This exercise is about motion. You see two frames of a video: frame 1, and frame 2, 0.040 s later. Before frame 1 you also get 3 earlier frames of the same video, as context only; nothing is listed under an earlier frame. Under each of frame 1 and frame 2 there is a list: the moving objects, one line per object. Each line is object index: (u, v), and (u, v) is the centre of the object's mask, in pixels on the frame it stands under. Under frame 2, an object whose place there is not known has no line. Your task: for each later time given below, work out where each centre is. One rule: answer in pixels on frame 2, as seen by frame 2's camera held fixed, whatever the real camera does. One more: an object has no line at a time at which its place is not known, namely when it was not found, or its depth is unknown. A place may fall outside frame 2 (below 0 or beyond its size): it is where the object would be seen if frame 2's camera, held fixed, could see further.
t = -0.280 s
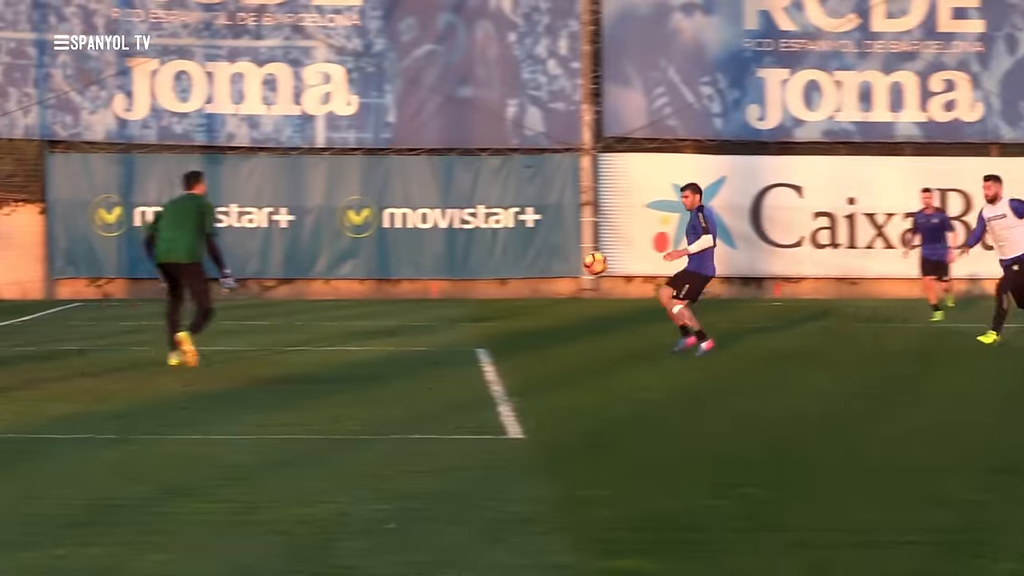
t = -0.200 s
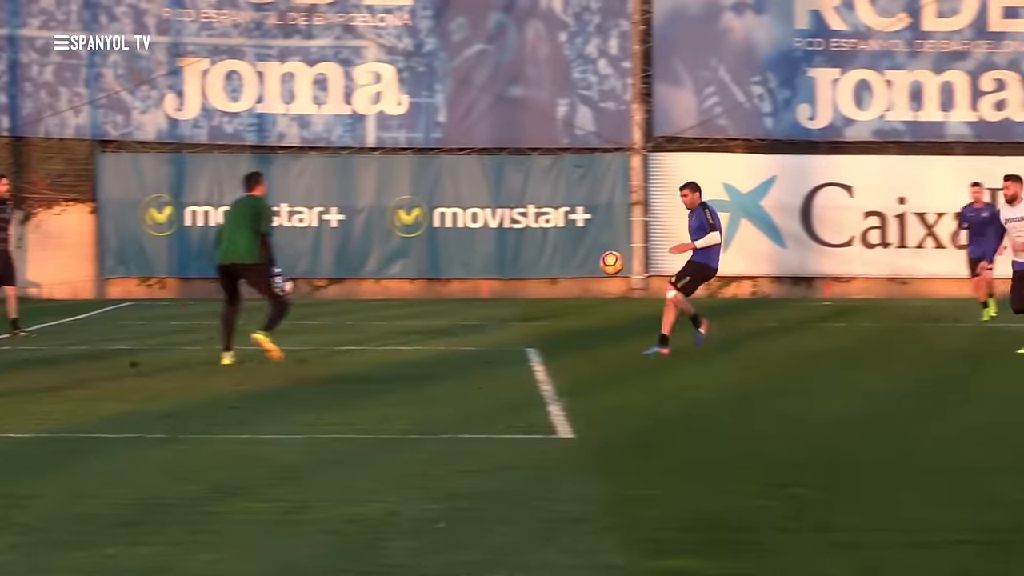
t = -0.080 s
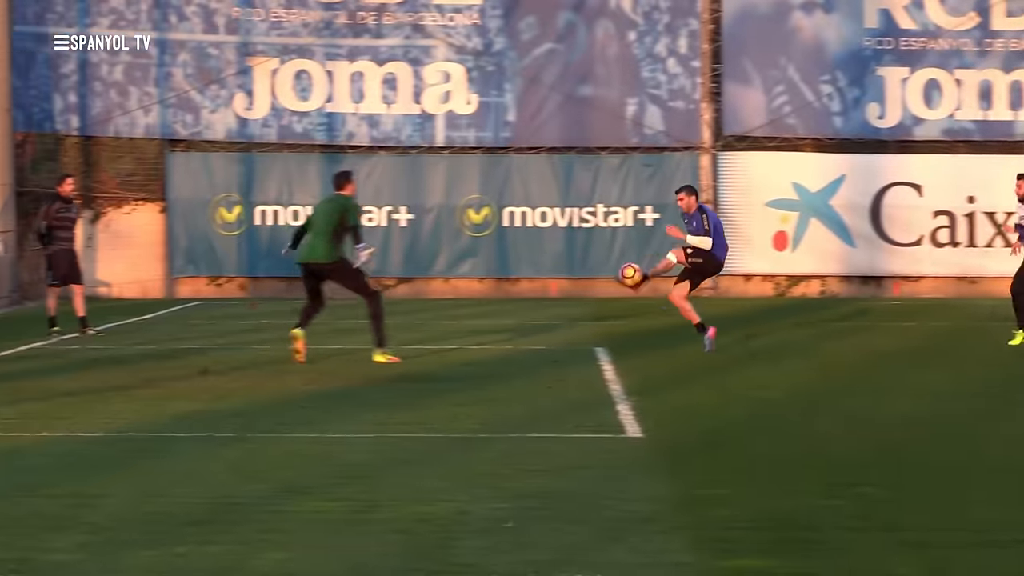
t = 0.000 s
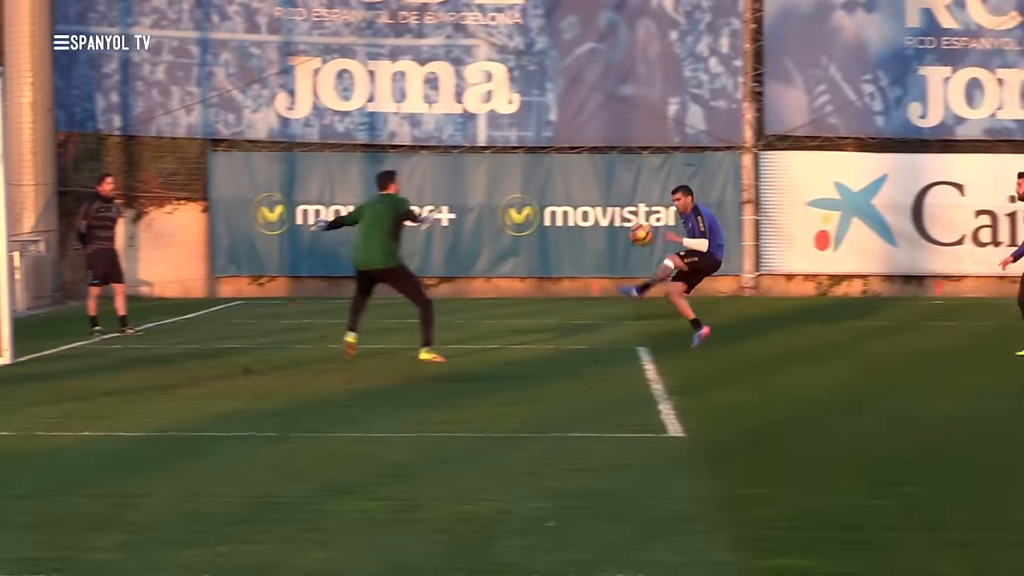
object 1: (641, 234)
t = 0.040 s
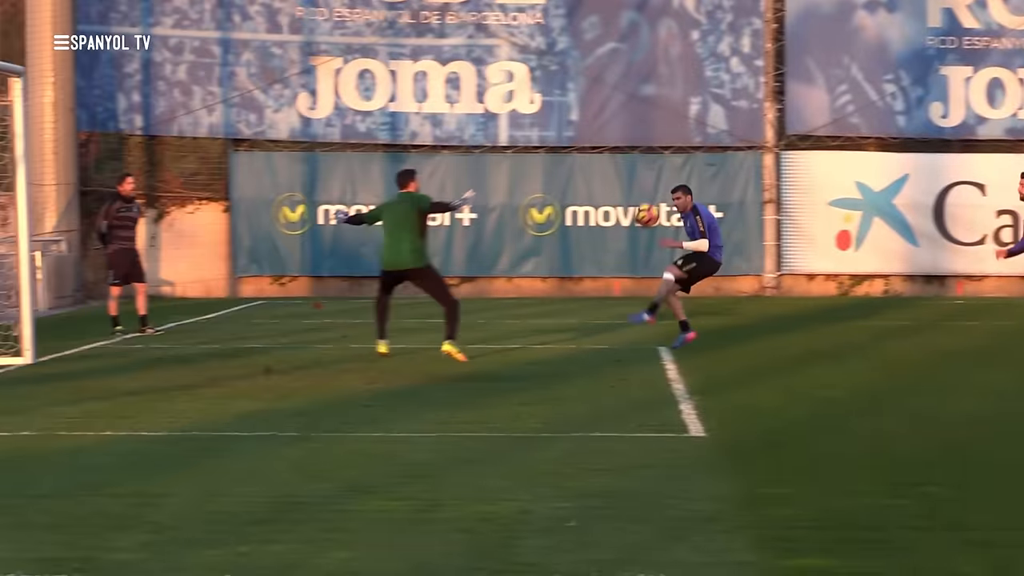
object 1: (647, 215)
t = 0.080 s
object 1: (641, 197)
